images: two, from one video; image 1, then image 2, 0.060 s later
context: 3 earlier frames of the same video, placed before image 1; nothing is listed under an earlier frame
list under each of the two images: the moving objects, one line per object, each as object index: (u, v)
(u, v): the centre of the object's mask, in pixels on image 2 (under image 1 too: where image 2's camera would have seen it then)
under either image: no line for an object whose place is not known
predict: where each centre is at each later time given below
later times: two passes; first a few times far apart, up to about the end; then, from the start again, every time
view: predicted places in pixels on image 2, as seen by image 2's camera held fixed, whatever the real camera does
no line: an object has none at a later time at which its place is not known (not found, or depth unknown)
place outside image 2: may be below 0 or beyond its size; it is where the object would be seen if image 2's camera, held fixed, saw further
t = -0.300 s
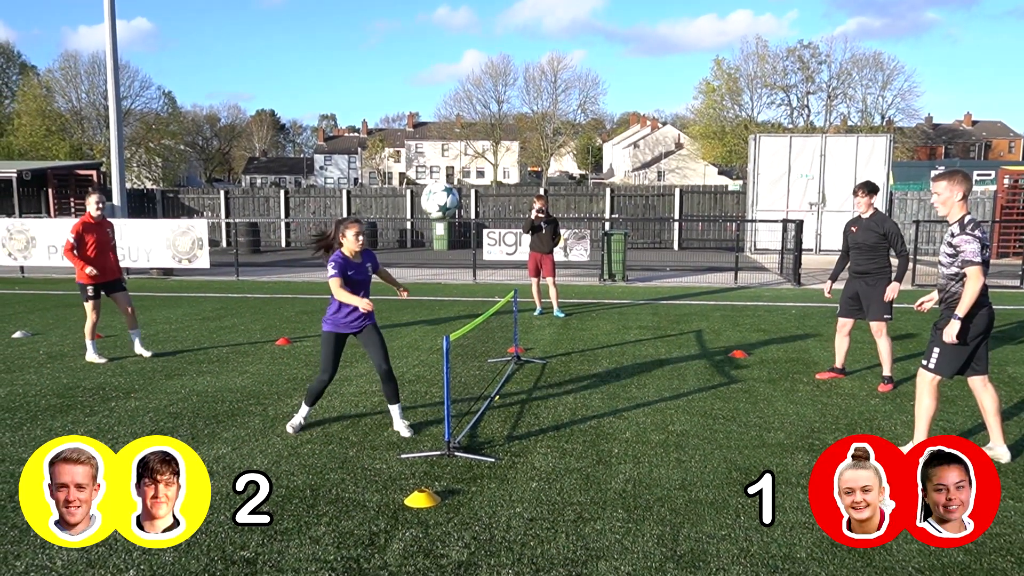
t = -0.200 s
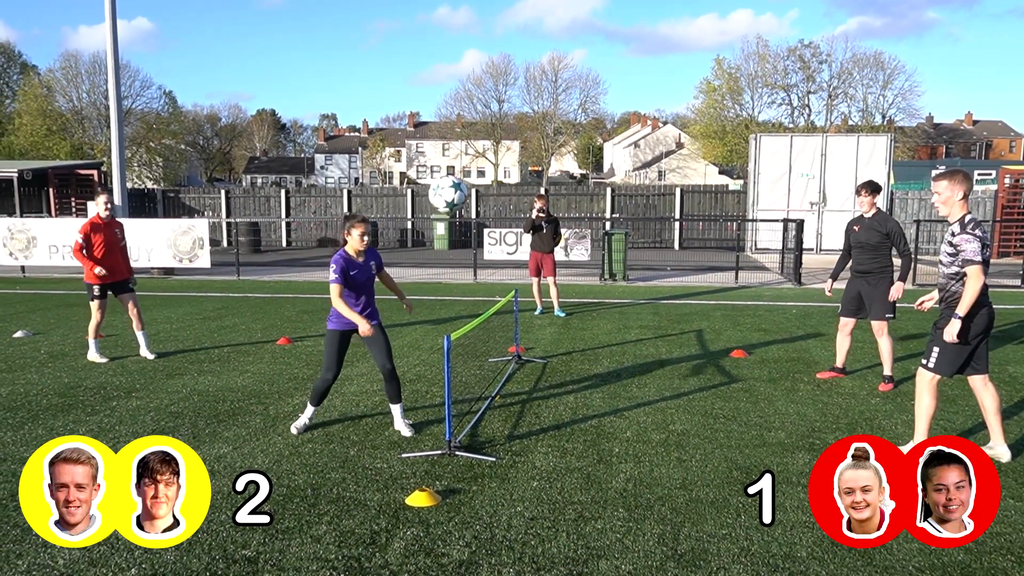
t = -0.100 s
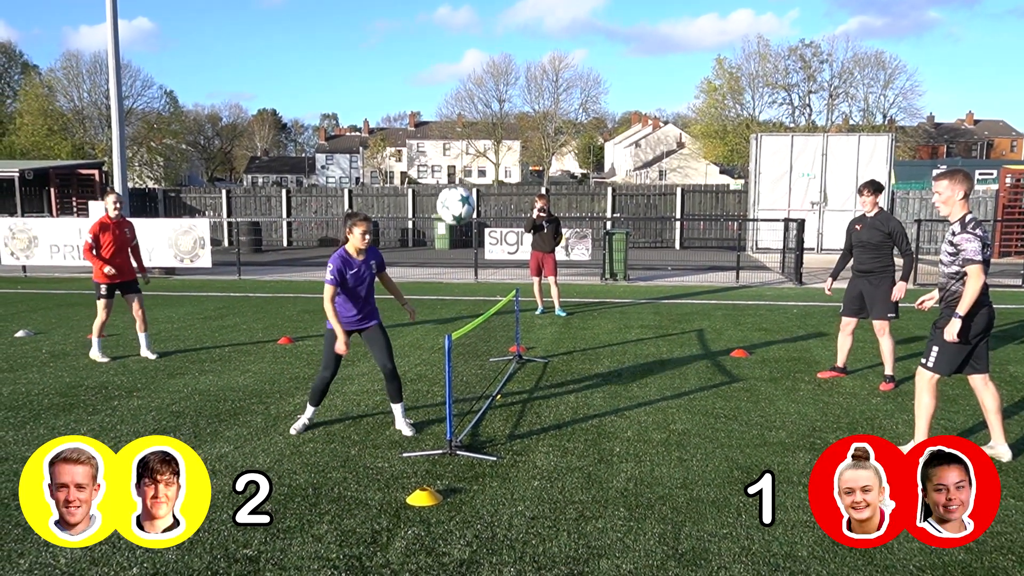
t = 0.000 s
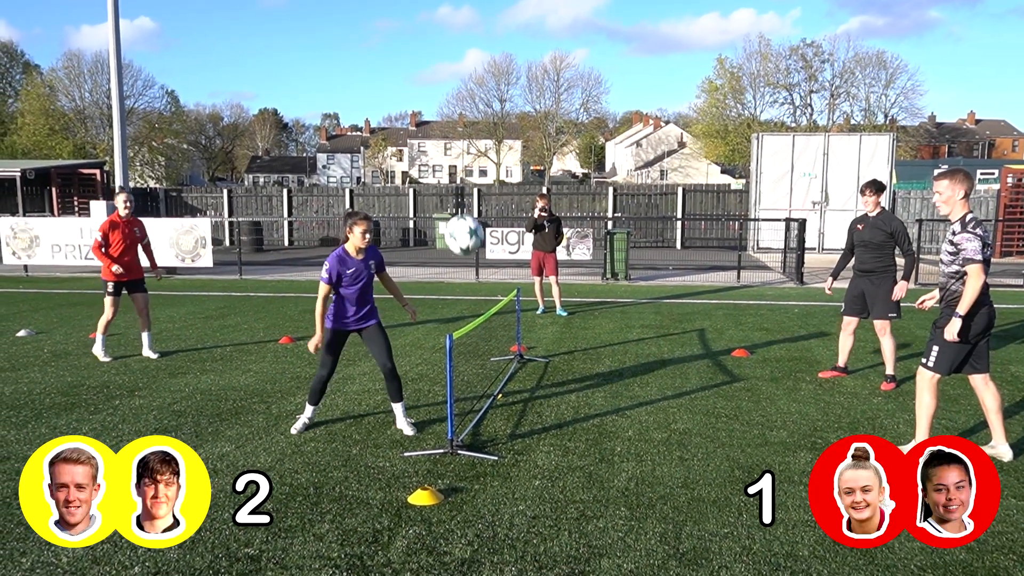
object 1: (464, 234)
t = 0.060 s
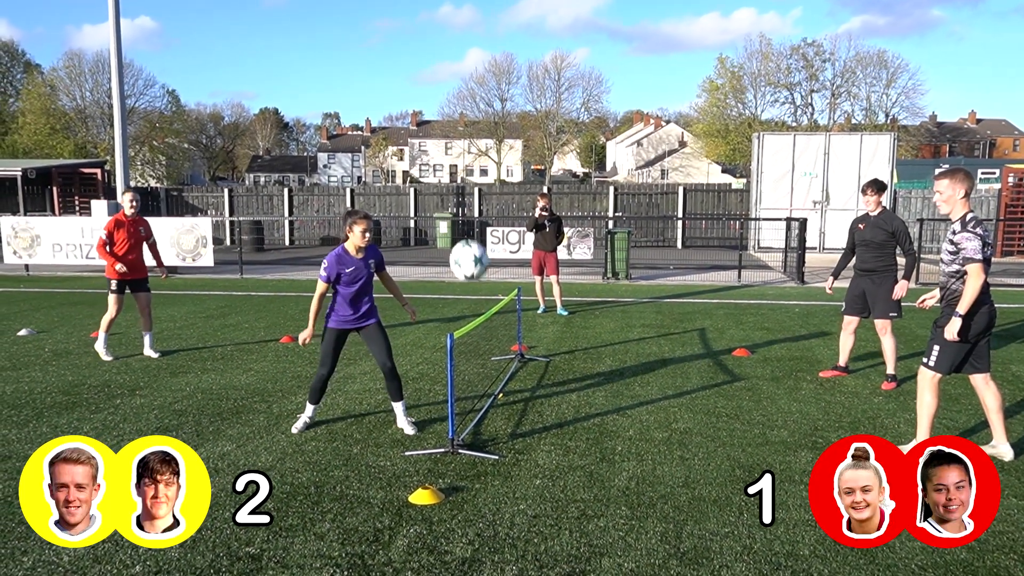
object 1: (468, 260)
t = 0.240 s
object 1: (480, 380)
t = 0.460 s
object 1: (491, 404)
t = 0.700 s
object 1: (499, 351)
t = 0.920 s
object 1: (505, 394)
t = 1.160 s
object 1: (514, 454)
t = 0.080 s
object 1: (470, 270)
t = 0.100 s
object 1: (471, 282)
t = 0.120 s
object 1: (473, 294)
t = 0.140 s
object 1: (474, 306)
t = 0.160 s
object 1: (475, 320)
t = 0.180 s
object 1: (477, 333)
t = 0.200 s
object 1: (478, 348)
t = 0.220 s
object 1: (479, 364)
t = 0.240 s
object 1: (480, 380)
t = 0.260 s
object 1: (482, 397)
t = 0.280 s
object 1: (482, 415)
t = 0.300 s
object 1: (484, 433)
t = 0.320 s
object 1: (485, 452)
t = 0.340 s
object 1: (487, 464)
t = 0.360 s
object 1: (488, 453)
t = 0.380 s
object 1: (488, 443)
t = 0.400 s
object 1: (489, 432)
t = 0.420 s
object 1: (489, 422)
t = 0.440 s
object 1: (490, 413)
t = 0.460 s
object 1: (491, 404)
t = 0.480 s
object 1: (491, 396)
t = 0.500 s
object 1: (492, 388)
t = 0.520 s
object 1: (493, 381)
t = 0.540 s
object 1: (494, 375)
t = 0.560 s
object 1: (494, 370)
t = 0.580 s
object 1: (494, 365)
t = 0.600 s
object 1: (495, 361)
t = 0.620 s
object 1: (496, 358)
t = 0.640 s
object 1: (497, 355)
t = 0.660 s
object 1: (497, 353)
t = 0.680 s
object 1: (498, 352)
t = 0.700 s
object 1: (499, 351)
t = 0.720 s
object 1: (499, 351)
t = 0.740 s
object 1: (500, 352)
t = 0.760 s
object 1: (501, 353)
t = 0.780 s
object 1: (501, 355)
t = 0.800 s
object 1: (502, 359)
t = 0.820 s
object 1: (503, 363)
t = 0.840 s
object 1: (503, 368)
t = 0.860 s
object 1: (503, 373)
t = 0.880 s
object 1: (504, 379)
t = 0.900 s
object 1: (505, 386)
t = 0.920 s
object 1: (505, 394)
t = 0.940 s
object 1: (506, 402)
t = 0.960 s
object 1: (506, 412)
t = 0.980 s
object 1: (507, 421)
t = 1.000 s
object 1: (507, 432)
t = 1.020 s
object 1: (509, 443)
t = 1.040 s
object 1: (509, 455)
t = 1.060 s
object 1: (510, 468)
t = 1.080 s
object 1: (510, 480)
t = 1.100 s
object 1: (511, 475)
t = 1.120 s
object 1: (512, 467)
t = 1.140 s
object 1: (513, 460)
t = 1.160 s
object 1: (514, 454)
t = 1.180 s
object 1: (515, 448)
